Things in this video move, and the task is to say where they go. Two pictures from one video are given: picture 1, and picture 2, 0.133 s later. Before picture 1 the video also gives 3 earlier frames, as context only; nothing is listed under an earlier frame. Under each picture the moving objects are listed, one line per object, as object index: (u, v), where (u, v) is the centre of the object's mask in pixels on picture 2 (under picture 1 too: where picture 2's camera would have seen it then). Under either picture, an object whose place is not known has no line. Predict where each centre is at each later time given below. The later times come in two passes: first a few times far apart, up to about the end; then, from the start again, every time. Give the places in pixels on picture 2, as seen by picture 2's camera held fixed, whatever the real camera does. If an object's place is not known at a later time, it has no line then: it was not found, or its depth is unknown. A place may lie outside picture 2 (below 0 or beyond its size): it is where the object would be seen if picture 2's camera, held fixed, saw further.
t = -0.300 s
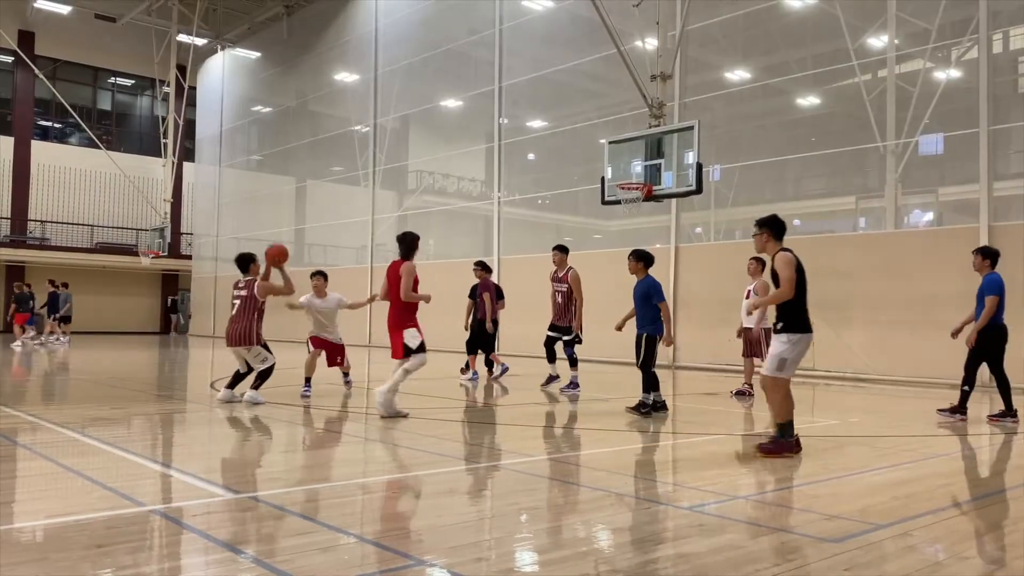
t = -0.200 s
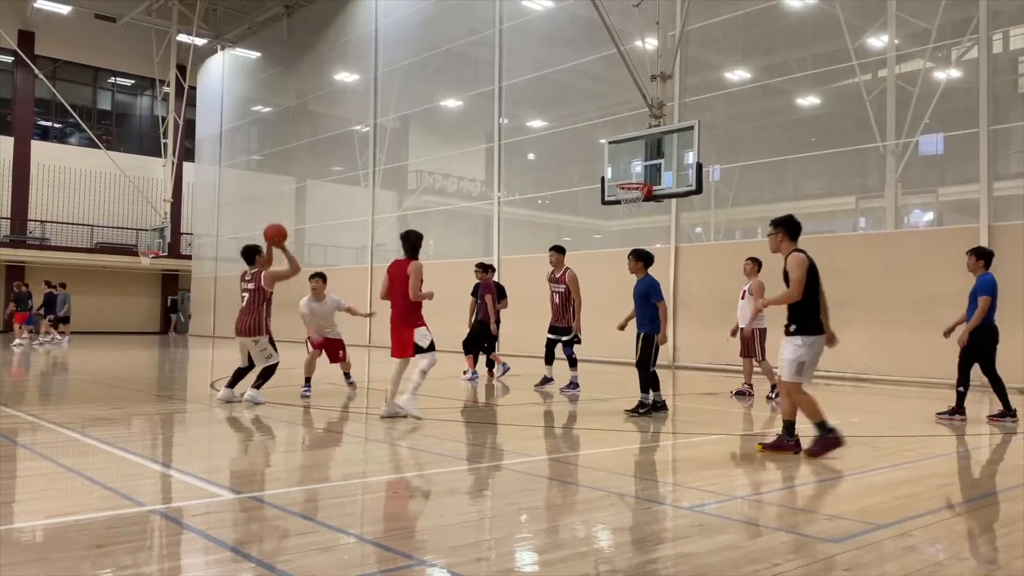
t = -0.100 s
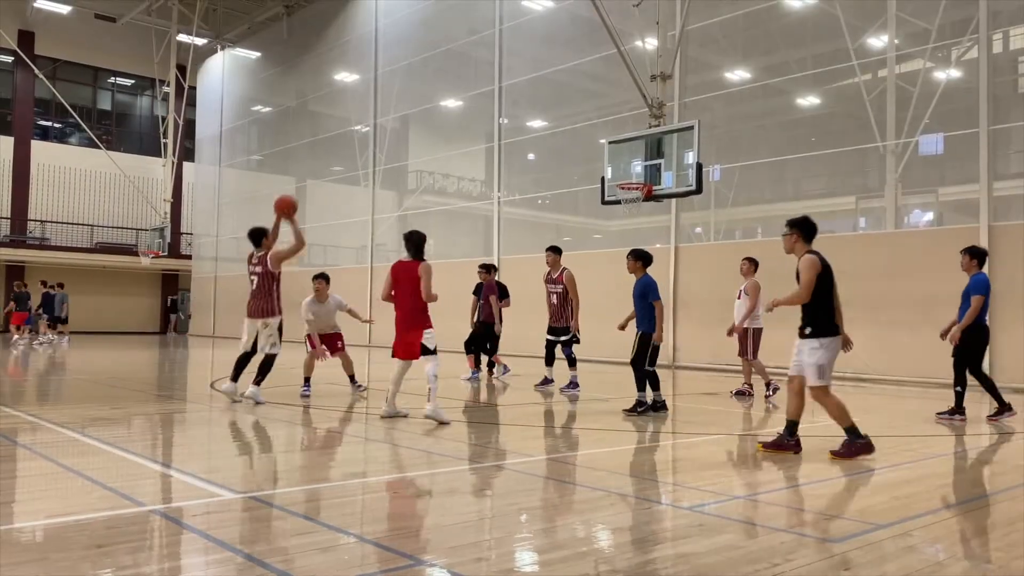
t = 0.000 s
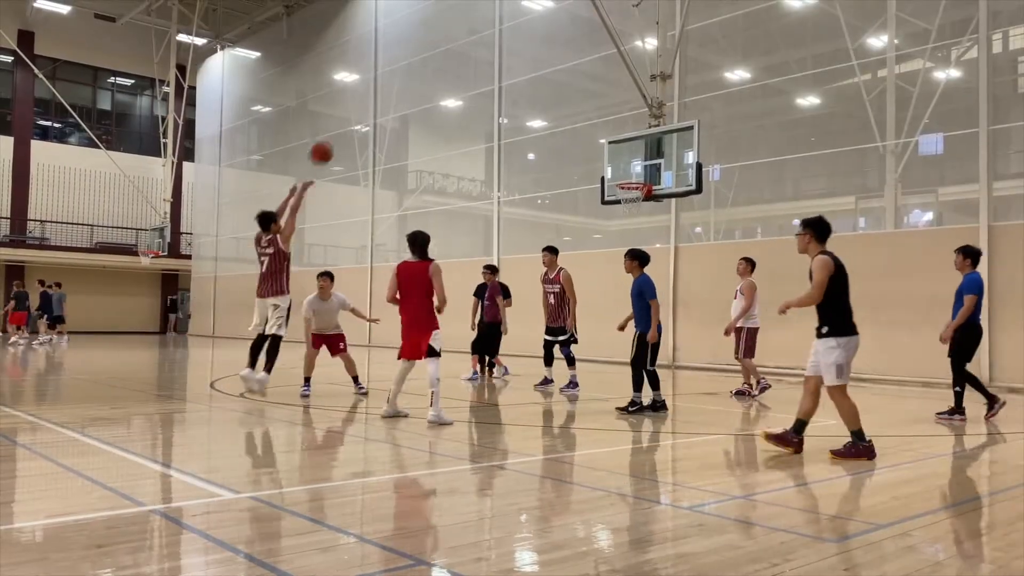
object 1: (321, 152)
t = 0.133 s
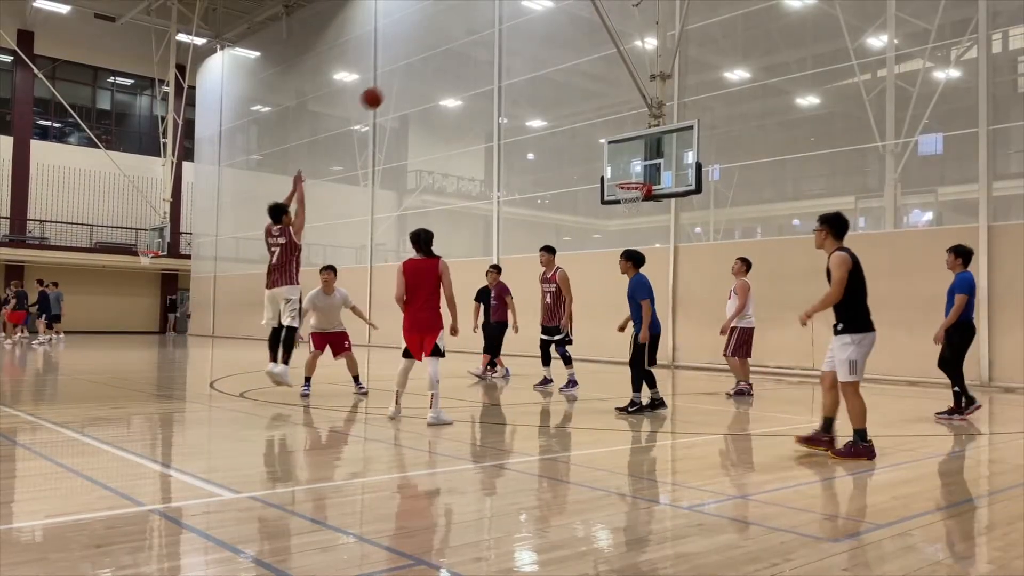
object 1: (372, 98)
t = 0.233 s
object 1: (406, 70)
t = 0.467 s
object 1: (476, 40)
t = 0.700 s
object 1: (535, 52)
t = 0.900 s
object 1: (578, 89)
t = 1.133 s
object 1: (621, 160)
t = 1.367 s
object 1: (635, 193)
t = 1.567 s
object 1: (629, 216)
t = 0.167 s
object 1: (384, 87)
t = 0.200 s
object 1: (395, 78)
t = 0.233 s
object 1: (406, 70)
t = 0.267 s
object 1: (417, 62)
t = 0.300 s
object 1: (427, 56)
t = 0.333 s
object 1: (437, 51)
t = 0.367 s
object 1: (447, 47)
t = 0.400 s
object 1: (457, 44)
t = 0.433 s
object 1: (467, 41)
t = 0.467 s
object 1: (476, 40)
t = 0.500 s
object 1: (485, 39)
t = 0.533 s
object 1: (494, 39)
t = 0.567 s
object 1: (502, 40)
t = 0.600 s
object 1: (511, 42)
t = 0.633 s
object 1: (519, 45)
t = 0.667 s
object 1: (527, 48)
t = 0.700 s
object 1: (535, 52)
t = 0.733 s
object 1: (542, 56)
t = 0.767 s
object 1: (550, 61)
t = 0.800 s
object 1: (557, 68)
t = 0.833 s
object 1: (564, 74)
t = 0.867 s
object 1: (571, 81)
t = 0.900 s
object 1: (578, 89)
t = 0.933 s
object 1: (584, 98)
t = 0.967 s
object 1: (591, 107)
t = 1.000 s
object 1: (597, 116)
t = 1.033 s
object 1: (603, 126)
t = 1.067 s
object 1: (609, 136)
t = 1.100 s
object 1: (615, 148)
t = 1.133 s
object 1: (621, 160)
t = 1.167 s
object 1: (627, 172)
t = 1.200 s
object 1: (632, 183)
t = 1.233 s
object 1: (633, 188)
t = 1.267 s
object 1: (634, 193)
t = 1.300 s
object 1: (634, 193)
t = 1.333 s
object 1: (634, 193)
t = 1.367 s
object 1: (635, 193)
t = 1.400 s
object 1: (635, 194)
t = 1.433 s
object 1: (632, 200)
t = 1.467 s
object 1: (630, 204)
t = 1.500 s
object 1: (630, 208)
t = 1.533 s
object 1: (629, 211)
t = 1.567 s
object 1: (629, 216)
